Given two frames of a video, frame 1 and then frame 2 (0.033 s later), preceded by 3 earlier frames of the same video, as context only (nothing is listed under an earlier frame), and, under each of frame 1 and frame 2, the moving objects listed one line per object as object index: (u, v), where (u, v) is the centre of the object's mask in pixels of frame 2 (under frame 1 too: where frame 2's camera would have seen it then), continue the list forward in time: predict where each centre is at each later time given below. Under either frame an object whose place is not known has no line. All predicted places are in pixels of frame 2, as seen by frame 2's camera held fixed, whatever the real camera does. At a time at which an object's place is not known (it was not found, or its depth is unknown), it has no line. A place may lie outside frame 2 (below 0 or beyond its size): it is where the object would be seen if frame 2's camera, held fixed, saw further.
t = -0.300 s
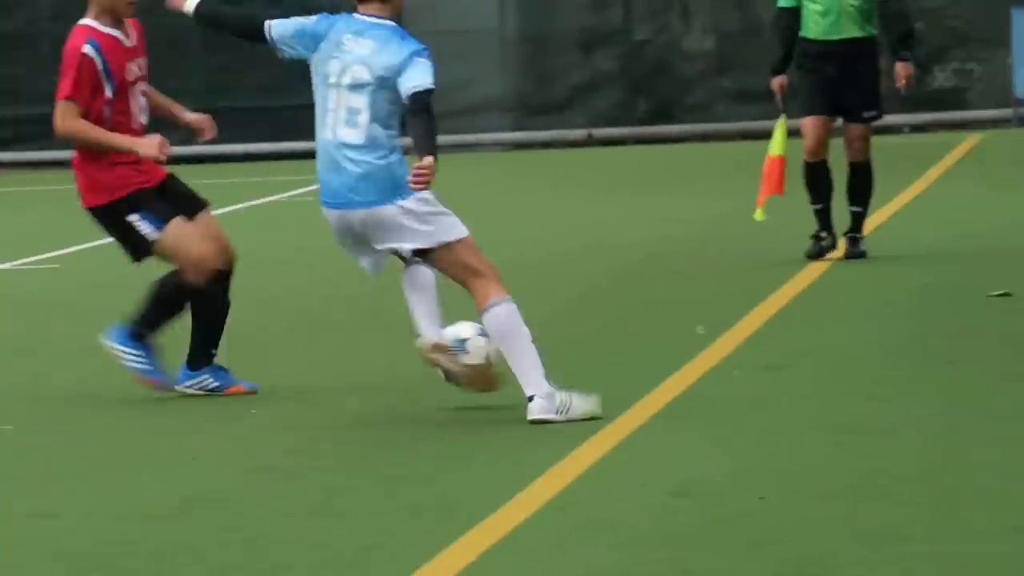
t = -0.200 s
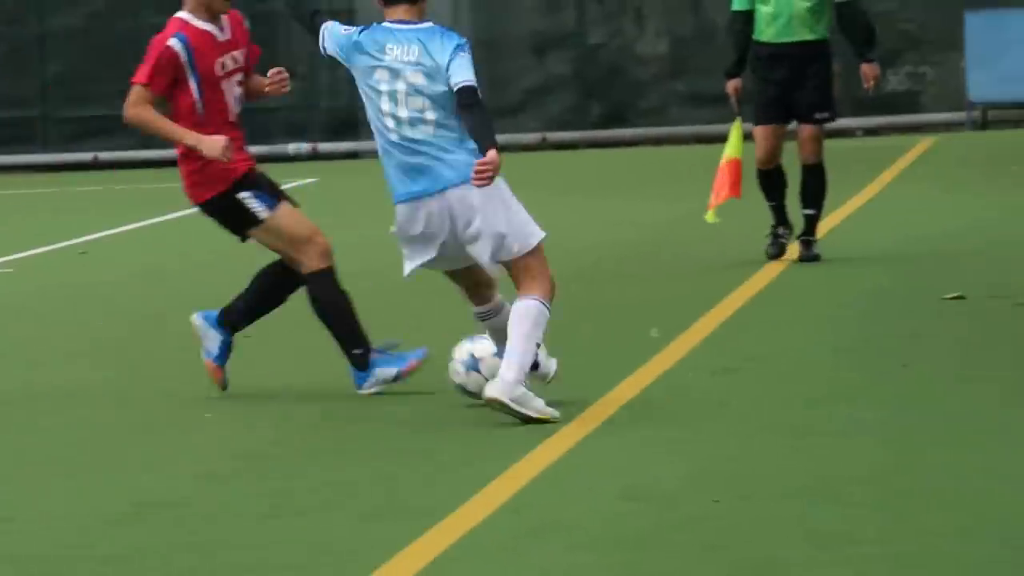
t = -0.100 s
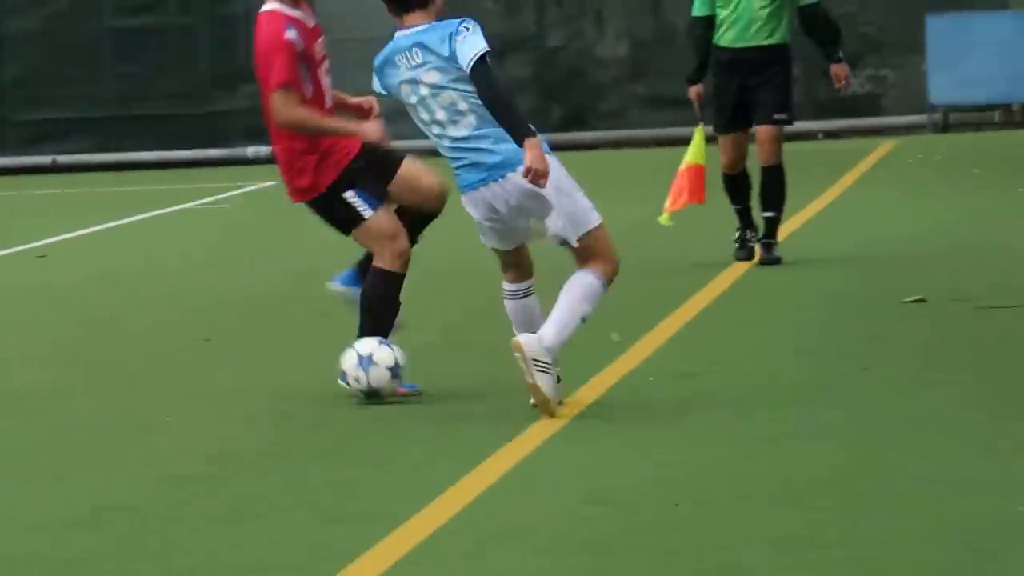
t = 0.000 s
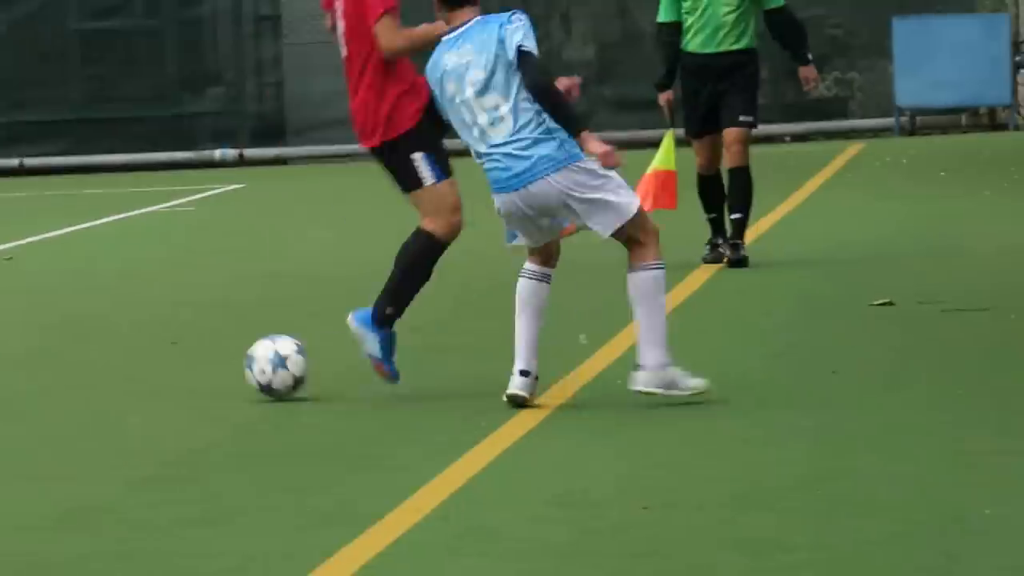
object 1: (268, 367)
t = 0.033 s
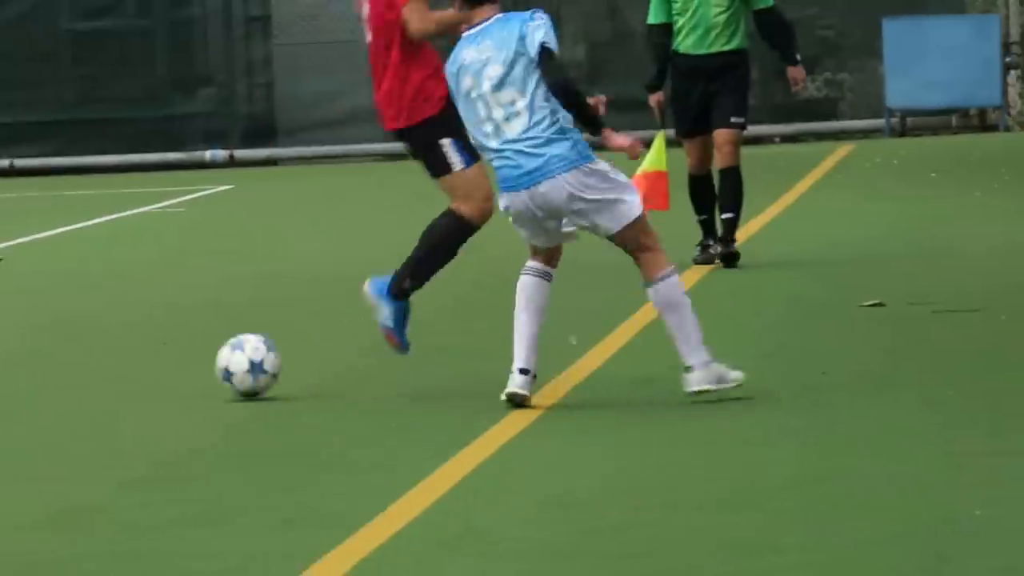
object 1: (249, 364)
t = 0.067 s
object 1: (228, 366)
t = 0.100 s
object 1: (210, 365)
